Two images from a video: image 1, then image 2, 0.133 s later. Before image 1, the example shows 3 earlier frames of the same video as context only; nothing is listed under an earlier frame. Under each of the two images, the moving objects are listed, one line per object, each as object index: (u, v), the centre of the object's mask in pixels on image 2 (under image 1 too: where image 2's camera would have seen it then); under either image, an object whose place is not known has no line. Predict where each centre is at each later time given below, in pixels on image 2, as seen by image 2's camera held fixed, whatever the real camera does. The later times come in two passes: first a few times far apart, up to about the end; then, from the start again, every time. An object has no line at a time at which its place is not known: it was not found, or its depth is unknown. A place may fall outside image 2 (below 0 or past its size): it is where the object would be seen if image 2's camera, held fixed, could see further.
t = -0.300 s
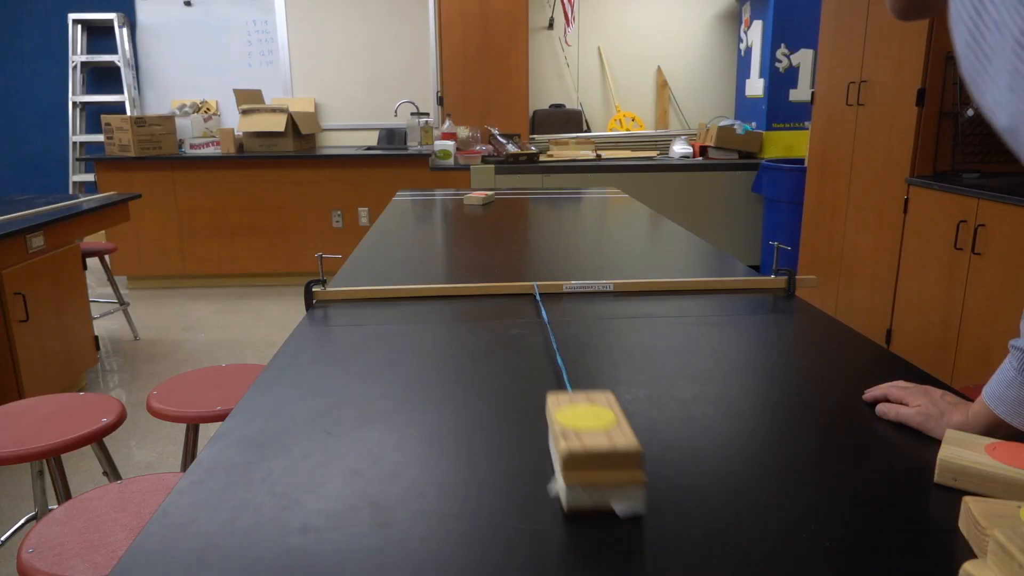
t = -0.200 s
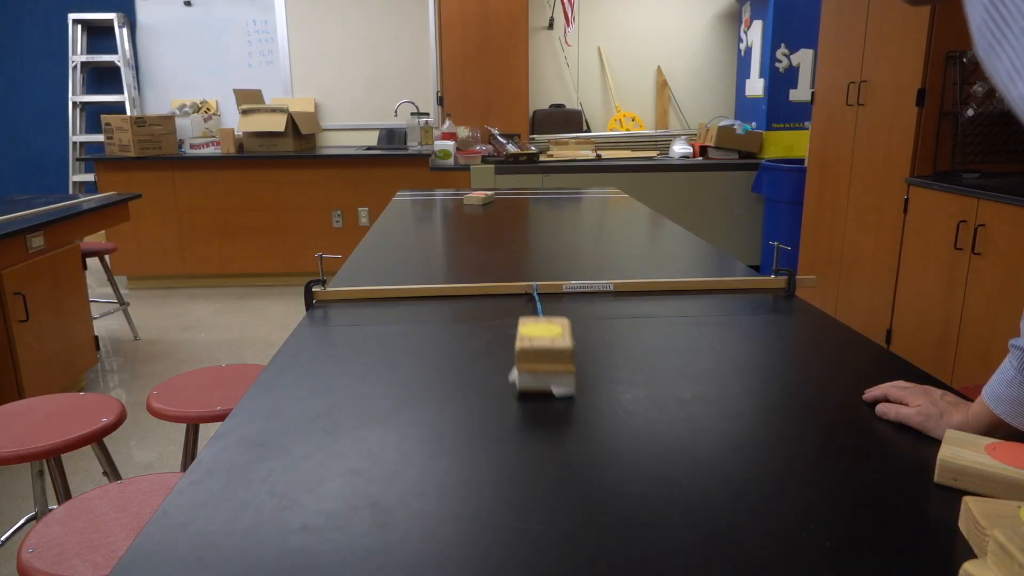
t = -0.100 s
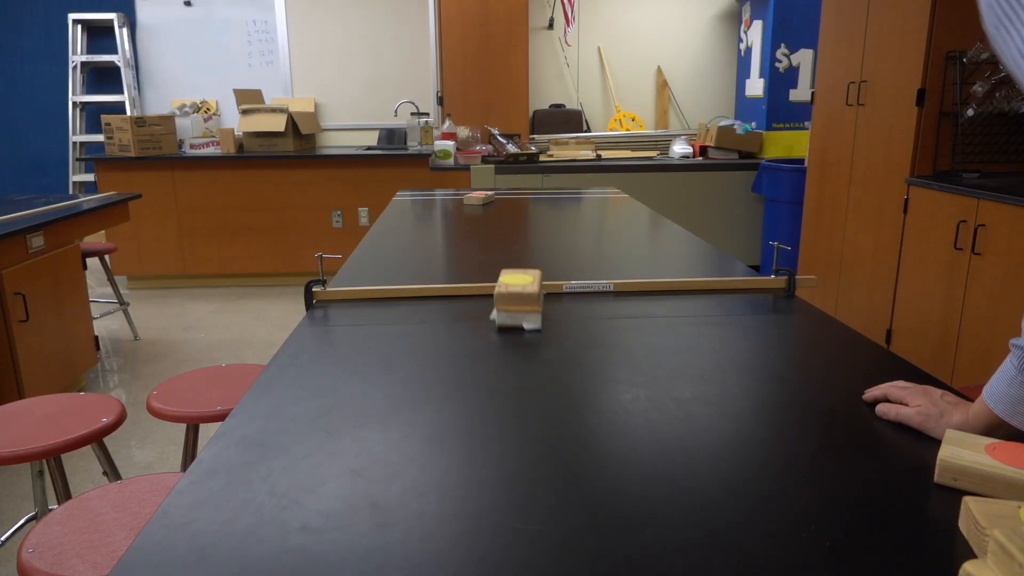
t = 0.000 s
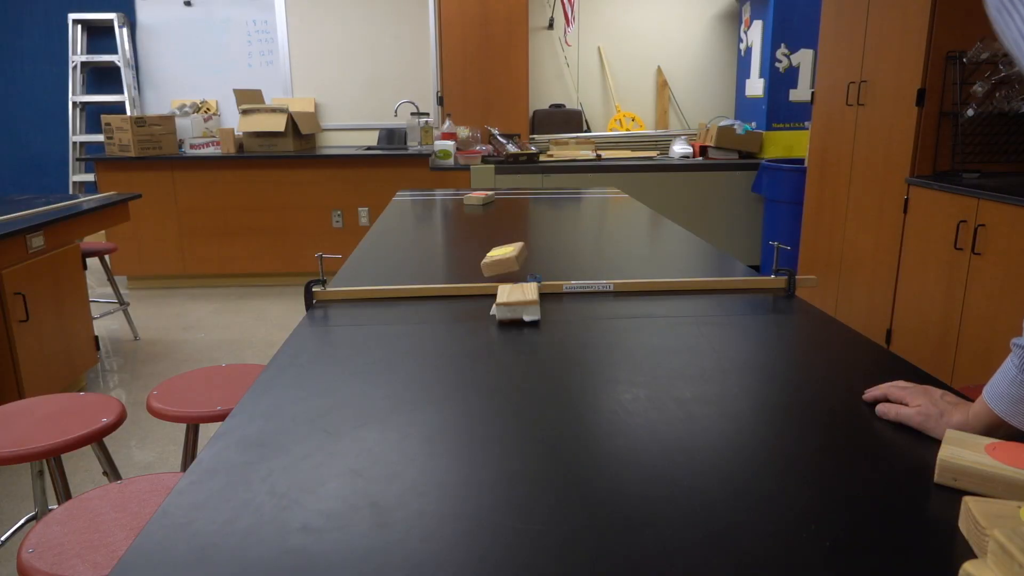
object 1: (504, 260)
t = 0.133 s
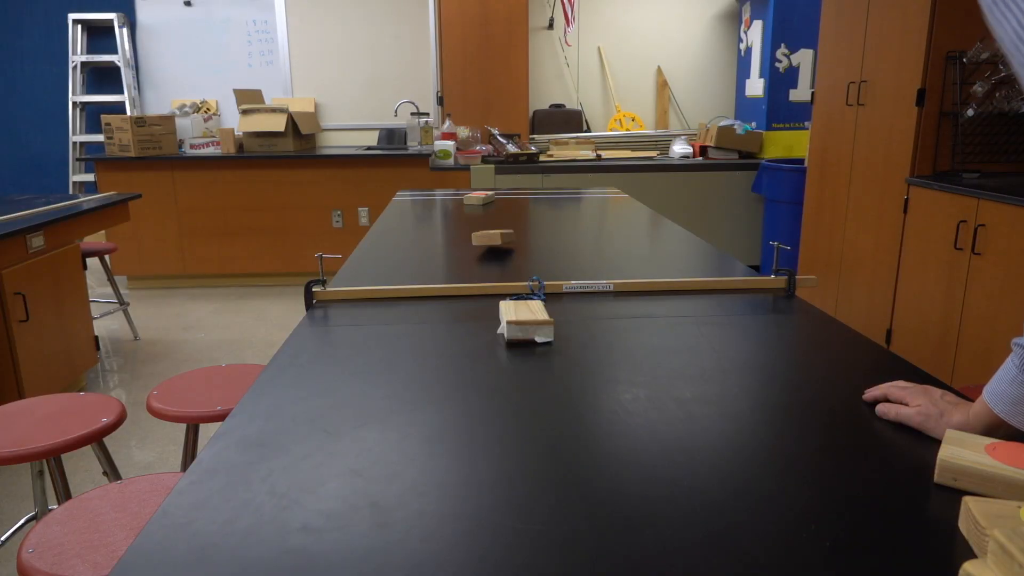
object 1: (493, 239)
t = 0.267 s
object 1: (487, 223)
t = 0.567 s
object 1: (478, 203)
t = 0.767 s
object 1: (470, 200)
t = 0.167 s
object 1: (491, 235)
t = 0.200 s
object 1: (489, 232)
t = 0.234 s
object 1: (488, 228)
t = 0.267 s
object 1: (487, 223)
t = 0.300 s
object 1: (486, 221)
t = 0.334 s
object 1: (485, 217)
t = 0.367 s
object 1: (484, 215)
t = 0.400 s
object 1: (483, 211)
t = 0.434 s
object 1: (482, 209)
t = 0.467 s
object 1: (481, 207)
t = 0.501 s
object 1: (481, 204)
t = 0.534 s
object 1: (479, 203)
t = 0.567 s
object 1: (478, 203)
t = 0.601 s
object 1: (476, 202)
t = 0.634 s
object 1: (474, 202)
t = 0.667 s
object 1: (473, 201)
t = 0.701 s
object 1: (472, 200)
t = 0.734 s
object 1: (471, 200)
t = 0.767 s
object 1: (470, 200)
